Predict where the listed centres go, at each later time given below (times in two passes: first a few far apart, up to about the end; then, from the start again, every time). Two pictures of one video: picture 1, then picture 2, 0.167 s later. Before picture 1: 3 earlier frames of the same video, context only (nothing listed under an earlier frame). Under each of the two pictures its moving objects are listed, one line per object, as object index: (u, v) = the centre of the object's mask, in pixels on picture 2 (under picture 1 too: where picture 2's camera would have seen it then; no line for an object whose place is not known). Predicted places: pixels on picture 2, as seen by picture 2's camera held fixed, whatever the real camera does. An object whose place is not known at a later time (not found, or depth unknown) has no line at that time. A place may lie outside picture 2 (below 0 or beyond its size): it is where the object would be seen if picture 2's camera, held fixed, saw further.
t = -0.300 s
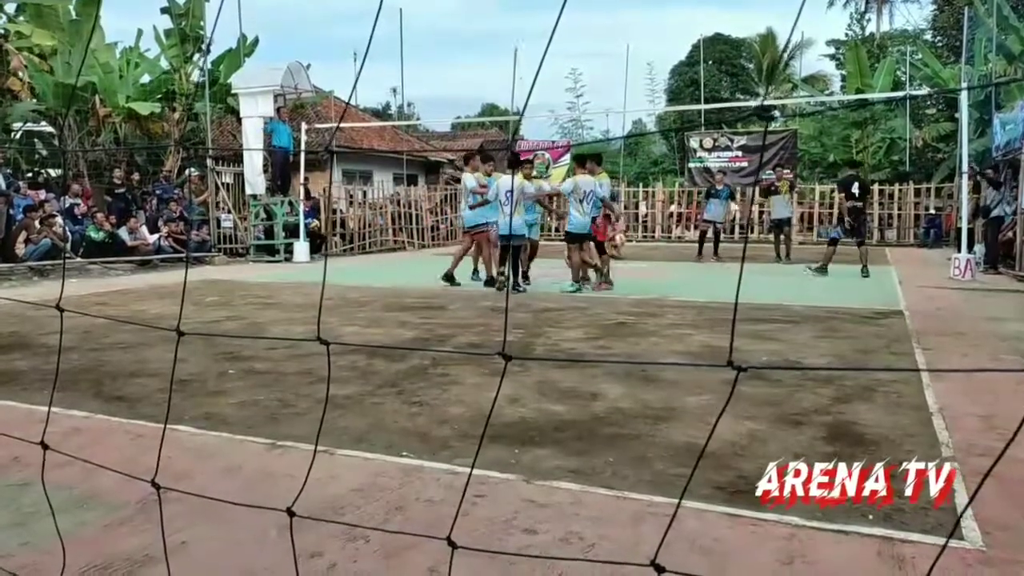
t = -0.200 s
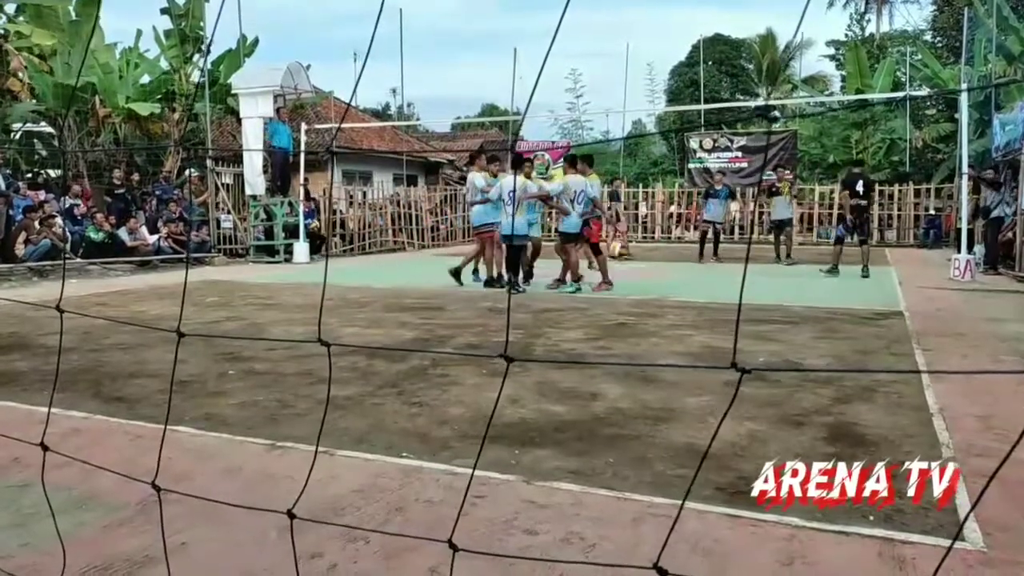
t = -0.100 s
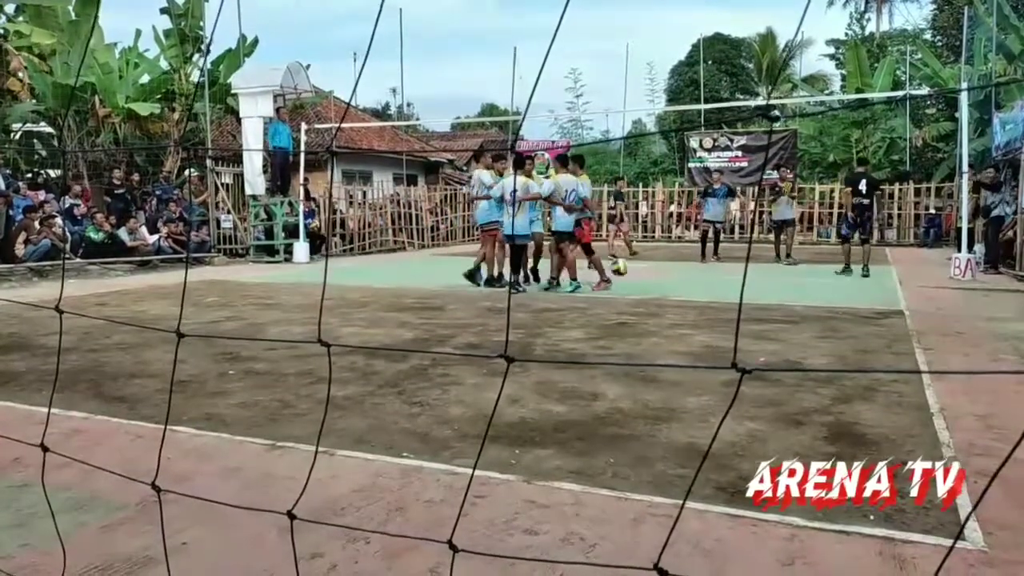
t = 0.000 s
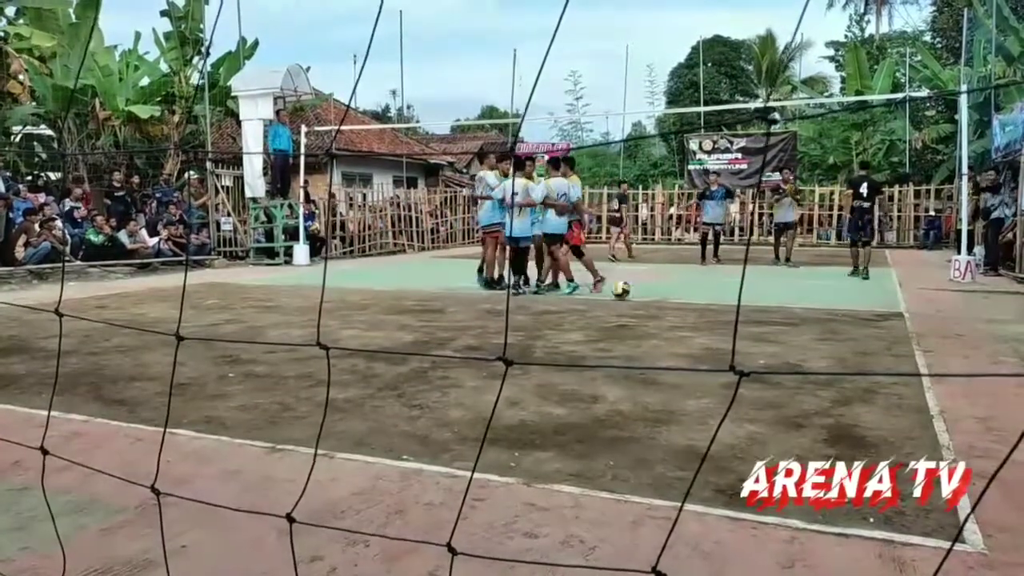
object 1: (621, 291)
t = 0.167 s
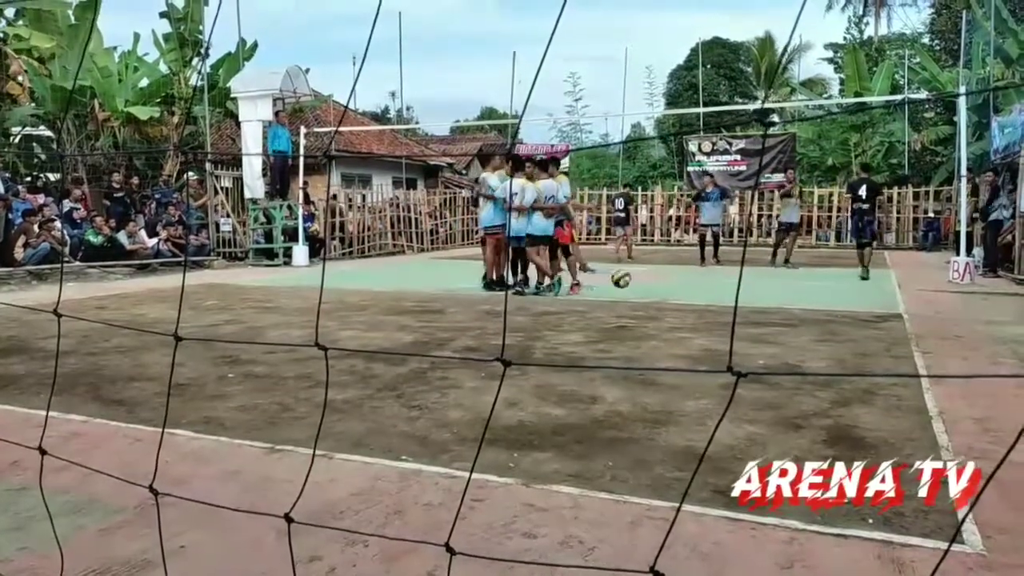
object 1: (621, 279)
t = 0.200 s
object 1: (621, 279)
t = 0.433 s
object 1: (623, 306)
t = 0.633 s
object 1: (633, 302)
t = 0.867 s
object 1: (644, 316)
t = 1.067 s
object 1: (653, 336)
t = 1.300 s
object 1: (664, 346)
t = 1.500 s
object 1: (677, 358)
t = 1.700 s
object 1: (693, 390)
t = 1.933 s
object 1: (719, 408)
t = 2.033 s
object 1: (730, 435)
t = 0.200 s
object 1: (621, 279)
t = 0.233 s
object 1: (622, 280)
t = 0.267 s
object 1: (622, 284)
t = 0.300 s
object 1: (622, 287)
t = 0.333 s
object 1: (622, 293)
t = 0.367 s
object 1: (622, 299)
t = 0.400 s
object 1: (623, 307)
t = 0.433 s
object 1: (623, 306)
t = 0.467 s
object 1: (625, 303)
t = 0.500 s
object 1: (626, 301)
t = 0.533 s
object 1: (628, 300)
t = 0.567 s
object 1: (628, 299)
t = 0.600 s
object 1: (631, 300)
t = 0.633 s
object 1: (633, 302)
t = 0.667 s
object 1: (634, 306)
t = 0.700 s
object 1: (636, 312)
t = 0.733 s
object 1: (639, 316)
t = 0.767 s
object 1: (640, 326)
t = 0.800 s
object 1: (641, 323)
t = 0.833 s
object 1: (643, 317)
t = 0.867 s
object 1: (644, 316)
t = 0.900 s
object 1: (646, 316)
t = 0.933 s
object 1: (647, 316)
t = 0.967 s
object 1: (649, 319)
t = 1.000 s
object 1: (651, 323)
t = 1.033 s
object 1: (652, 329)
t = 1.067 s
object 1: (653, 336)
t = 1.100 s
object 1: (655, 343)
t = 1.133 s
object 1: (657, 341)
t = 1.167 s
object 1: (658, 338)
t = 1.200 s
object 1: (660, 337)
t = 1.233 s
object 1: (662, 339)
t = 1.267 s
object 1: (663, 342)
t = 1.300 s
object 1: (664, 346)
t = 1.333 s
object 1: (666, 353)
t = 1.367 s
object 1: (667, 363)
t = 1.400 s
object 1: (669, 364)
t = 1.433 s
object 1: (672, 360)
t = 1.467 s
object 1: (674, 358)
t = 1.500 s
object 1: (677, 358)
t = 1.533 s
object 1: (680, 360)
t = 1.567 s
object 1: (682, 364)
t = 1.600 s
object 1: (686, 370)
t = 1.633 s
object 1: (688, 379)
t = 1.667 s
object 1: (690, 390)
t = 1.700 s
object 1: (693, 390)
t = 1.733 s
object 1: (696, 386)
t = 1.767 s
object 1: (700, 383)
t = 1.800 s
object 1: (704, 383)
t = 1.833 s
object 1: (708, 386)
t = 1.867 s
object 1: (710, 391)
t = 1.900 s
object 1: (714, 397)
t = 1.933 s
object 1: (719, 408)
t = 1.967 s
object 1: (723, 422)
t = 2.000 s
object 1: (727, 439)
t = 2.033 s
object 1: (730, 435)
